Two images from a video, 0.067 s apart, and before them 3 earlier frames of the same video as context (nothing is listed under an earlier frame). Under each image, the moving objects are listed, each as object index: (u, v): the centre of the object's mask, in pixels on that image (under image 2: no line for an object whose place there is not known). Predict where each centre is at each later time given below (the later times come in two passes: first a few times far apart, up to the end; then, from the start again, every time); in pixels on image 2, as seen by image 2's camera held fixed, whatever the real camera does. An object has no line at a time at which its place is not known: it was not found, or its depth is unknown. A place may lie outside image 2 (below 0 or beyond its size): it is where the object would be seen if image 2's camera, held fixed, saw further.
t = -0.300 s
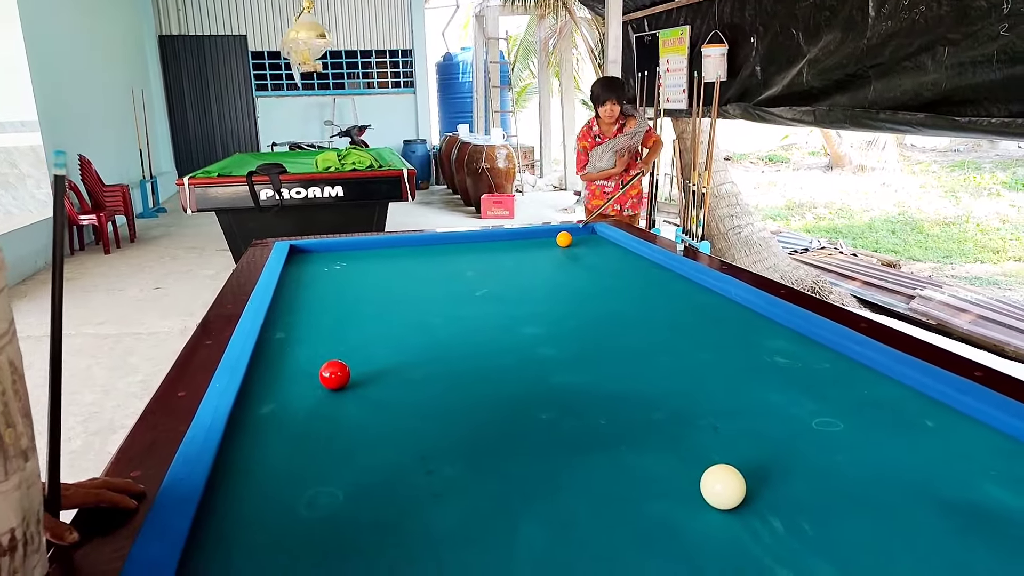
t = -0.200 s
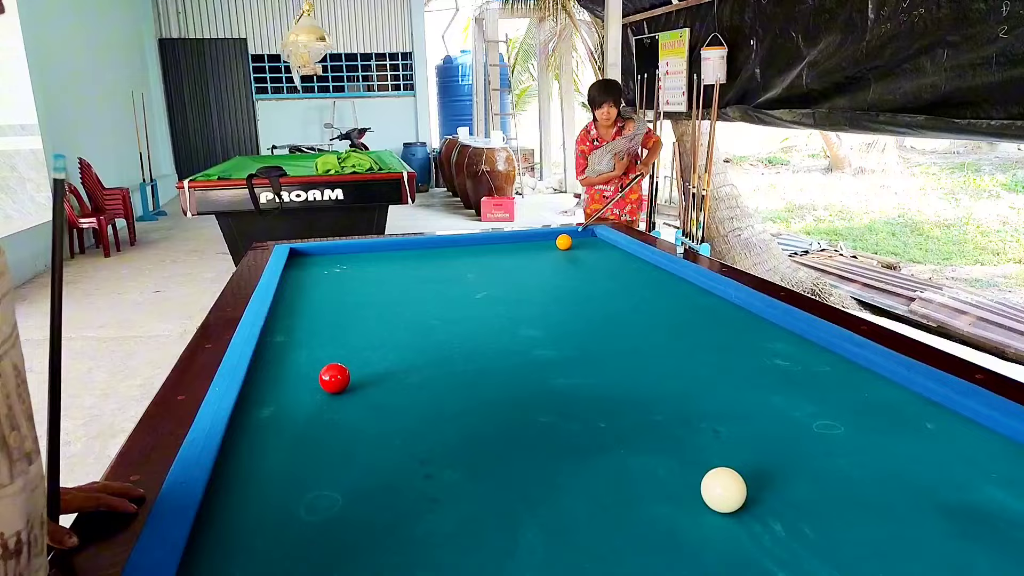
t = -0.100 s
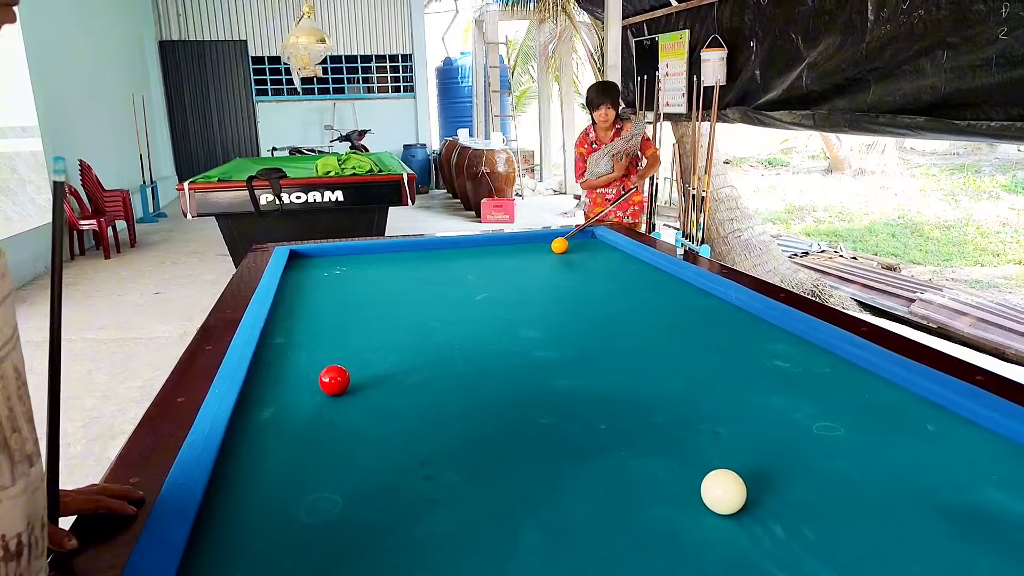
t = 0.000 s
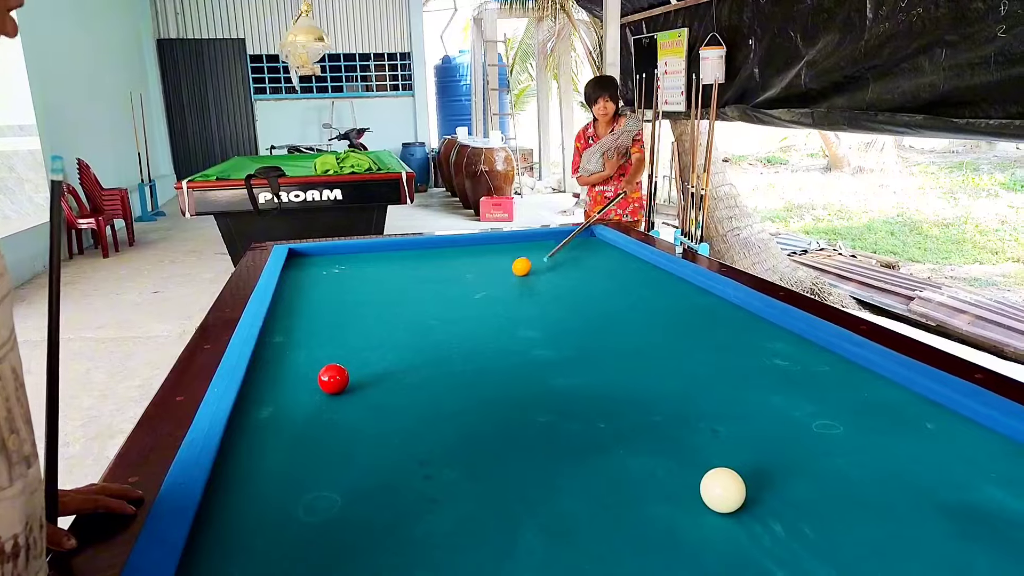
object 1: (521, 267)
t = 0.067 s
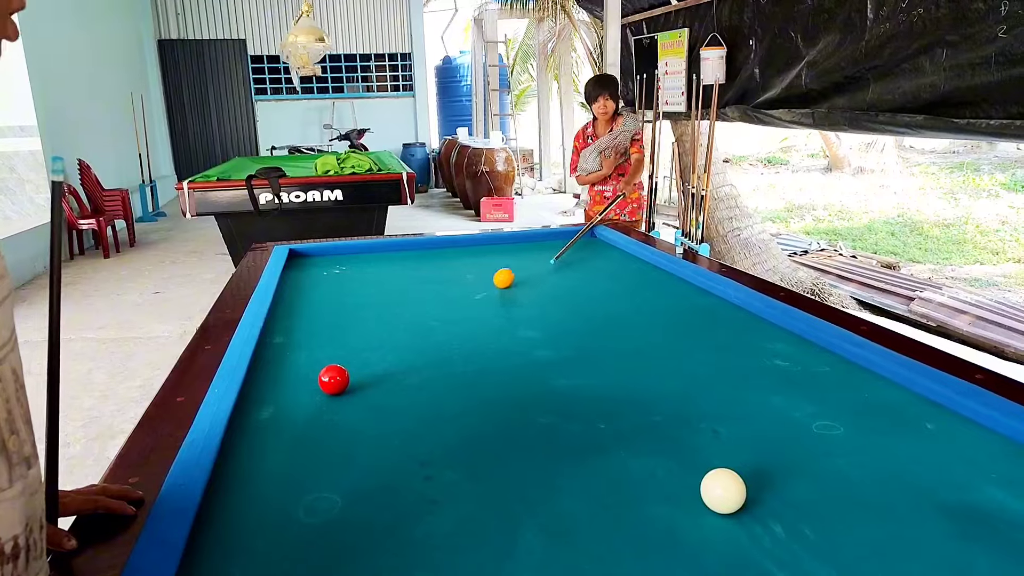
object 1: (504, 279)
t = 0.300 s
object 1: (379, 353)
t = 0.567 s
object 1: (341, 386)
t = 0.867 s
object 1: (274, 442)
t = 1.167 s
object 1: (244, 509)
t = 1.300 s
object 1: (256, 539)
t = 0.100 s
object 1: (490, 287)
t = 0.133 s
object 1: (476, 295)
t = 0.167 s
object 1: (460, 305)
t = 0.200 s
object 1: (443, 315)
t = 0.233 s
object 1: (424, 326)
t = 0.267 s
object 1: (403, 339)
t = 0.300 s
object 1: (379, 353)
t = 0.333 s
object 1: (356, 367)
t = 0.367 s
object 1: (353, 371)
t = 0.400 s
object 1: (353, 372)
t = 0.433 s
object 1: (352, 374)
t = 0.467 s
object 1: (351, 376)
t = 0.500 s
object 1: (349, 379)
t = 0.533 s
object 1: (345, 382)
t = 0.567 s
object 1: (341, 386)
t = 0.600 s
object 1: (337, 390)
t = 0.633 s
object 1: (331, 395)
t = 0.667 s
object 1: (325, 400)
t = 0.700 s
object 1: (317, 407)
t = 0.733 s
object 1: (309, 413)
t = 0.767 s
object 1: (301, 420)
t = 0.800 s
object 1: (292, 427)
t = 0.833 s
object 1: (283, 434)
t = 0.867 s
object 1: (274, 442)
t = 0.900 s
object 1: (264, 450)
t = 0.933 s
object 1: (254, 458)
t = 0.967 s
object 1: (243, 467)
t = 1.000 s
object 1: (232, 476)
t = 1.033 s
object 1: (233, 483)
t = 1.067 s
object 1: (237, 489)
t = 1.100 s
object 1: (239, 495)
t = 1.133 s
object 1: (242, 502)
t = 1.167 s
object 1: (244, 509)
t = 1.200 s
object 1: (247, 516)
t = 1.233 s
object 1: (250, 523)
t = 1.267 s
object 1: (253, 531)
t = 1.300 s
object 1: (256, 539)
